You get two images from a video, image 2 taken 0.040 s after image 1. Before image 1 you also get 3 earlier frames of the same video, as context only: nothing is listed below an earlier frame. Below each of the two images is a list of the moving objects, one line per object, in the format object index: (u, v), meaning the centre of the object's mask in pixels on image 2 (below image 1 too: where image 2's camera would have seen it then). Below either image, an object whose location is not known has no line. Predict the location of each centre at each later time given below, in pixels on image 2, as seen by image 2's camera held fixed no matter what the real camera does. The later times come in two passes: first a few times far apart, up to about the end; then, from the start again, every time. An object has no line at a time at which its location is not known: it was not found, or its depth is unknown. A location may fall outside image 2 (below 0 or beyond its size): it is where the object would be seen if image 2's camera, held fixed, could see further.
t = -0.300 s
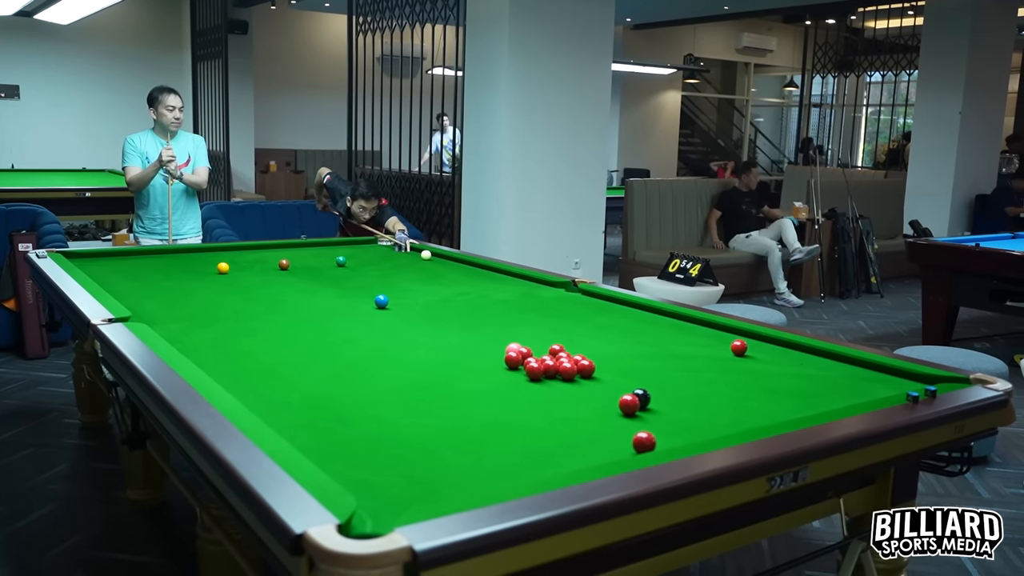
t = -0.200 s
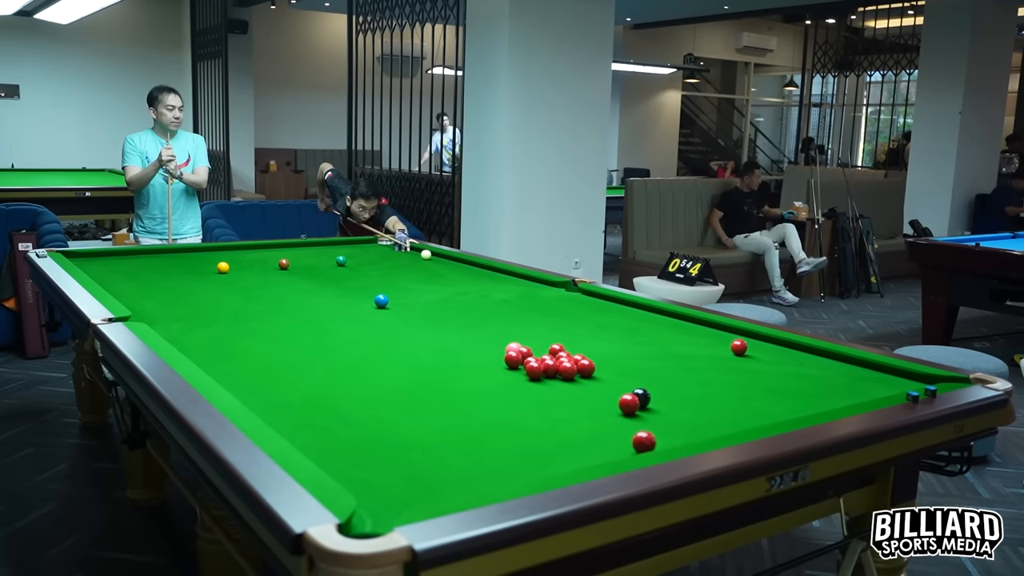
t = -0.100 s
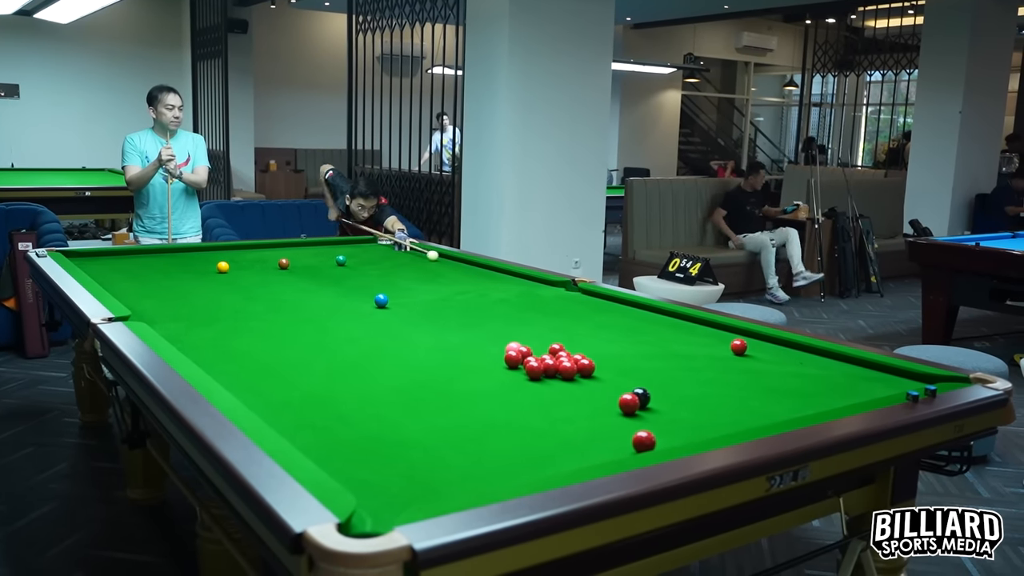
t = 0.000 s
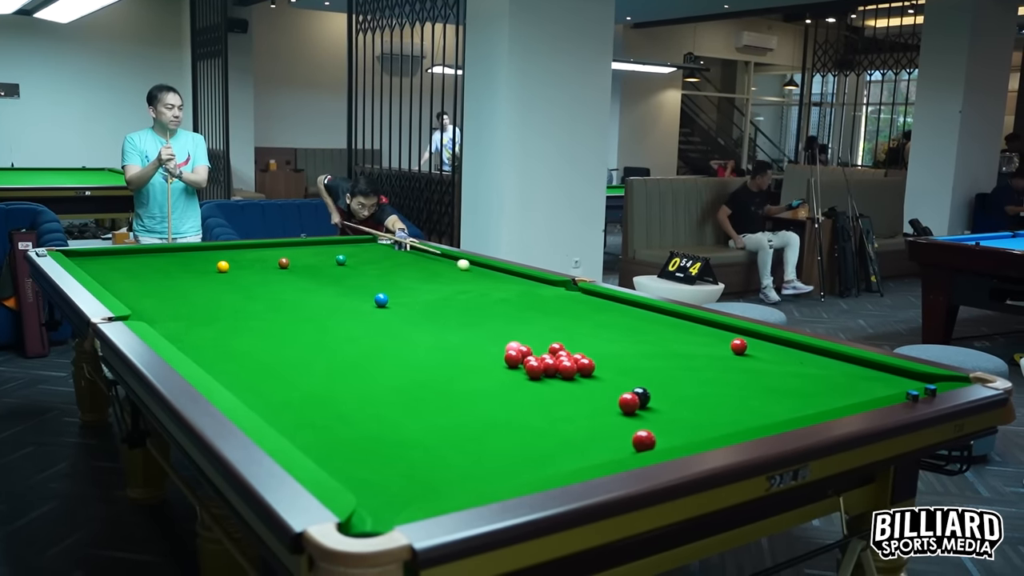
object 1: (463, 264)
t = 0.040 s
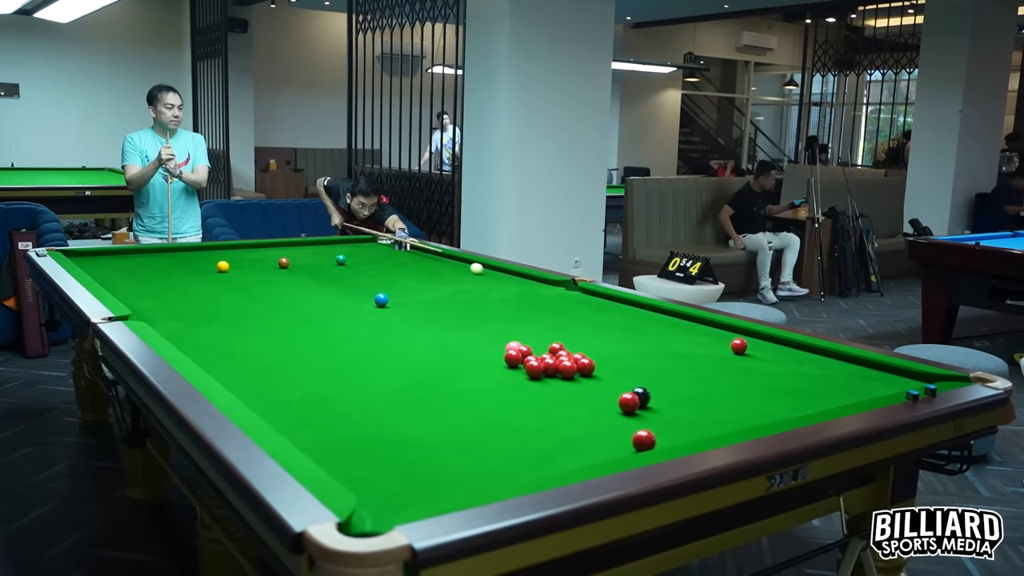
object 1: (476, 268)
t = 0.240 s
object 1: (554, 292)
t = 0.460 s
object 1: (670, 327)
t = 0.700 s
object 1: (710, 357)
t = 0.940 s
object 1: (723, 388)
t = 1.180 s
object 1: (742, 422)
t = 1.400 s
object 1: (644, 414)
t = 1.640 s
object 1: (551, 405)
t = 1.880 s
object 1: (464, 396)
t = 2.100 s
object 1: (390, 388)
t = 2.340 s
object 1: (315, 381)
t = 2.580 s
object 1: (247, 374)
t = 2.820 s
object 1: (217, 365)
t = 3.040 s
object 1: (233, 354)
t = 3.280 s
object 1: (248, 344)
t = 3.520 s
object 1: (260, 335)
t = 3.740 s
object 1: (270, 329)
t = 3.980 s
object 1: (279, 322)
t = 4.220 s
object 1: (287, 316)
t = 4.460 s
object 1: (294, 311)
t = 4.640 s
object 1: (298, 308)
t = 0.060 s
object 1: (483, 271)
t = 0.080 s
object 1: (490, 273)
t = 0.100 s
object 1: (497, 275)
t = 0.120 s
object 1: (505, 277)
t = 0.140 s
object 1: (513, 280)
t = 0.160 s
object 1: (520, 282)
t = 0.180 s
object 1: (528, 284)
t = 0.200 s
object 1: (536, 287)
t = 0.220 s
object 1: (545, 289)
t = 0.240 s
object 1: (554, 292)
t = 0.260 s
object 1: (563, 295)
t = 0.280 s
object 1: (572, 297)
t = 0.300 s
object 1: (581, 300)
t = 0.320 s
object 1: (592, 303)
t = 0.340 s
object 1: (602, 306)
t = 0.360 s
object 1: (612, 309)
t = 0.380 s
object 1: (623, 313)
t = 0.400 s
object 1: (634, 316)
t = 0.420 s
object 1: (646, 319)
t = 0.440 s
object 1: (658, 323)
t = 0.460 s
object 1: (670, 327)
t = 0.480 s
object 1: (683, 331)
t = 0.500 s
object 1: (696, 335)
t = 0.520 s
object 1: (710, 339)
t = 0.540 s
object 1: (723, 343)
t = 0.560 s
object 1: (720, 345)
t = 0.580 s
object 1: (718, 346)
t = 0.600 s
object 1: (716, 348)
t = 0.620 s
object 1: (715, 350)
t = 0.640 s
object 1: (713, 351)
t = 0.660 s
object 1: (712, 353)
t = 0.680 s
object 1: (711, 355)
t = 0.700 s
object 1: (710, 357)
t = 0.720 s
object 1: (709, 359)
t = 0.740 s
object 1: (709, 361)
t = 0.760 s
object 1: (709, 363)
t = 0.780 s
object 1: (710, 366)
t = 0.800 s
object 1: (710, 368)
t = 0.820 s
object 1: (711, 371)
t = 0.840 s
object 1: (713, 373)
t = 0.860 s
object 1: (714, 376)
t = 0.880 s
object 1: (716, 379)
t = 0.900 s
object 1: (718, 381)
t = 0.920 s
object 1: (720, 385)
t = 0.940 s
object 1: (723, 388)
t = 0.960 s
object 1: (725, 391)
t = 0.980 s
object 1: (727, 394)
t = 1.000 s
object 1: (729, 397)
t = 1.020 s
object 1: (732, 401)
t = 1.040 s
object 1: (734, 404)
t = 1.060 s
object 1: (737, 408)
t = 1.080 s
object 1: (739, 411)
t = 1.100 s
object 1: (742, 415)
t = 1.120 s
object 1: (744, 417)
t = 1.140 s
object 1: (747, 419)
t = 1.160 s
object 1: (749, 422)
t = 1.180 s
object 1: (742, 422)
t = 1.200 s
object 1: (732, 421)
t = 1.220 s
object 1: (722, 422)
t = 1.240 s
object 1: (713, 422)
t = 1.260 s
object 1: (703, 420)
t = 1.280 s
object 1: (694, 419)
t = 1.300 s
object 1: (685, 418)
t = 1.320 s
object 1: (677, 417)
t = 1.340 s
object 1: (669, 417)
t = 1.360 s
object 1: (660, 416)
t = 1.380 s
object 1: (653, 415)
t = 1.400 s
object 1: (644, 414)
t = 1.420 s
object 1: (636, 413)
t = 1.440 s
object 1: (628, 412)
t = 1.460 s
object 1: (620, 411)
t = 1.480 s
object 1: (612, 411)
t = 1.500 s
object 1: (604, 410)
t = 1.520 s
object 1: (596, 409)
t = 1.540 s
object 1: (588, 408)
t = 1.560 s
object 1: (581, 408)
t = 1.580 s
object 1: (573, 407)
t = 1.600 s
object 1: (565, 407)
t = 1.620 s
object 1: (558, 406)
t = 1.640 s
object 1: (551, 405)
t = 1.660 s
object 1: (543, 404)
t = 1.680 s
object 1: (535, 403)
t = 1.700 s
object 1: (528, 402)
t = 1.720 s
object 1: (521, 402)
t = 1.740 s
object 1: (513, 401)
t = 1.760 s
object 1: (506, 400)
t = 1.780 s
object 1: (499, 400)
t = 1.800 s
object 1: (492, 399)
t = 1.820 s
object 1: (485, 398)
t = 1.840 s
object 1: (477, 397)
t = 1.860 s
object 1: (470, 397)
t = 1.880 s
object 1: (464, 396)
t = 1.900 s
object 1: (457, 395)
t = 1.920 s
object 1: (450, 395)
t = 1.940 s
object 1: (443, 394)
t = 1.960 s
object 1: (436, 393)
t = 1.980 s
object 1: (429, 393)
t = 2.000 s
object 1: (423, 392)
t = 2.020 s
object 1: (416, 391)
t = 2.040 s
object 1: (410, 390)
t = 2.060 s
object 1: (403, 390)
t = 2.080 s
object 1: (396, 389)
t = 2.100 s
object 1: (390, 388)
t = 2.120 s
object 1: (383, 388)
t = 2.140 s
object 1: (377, 387)
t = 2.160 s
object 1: (371, 387)
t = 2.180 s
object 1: (364, 386)
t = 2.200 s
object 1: (358, 385)
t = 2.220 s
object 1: (352, 385)
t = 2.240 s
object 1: (346, 384)
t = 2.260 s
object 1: (339, 383)
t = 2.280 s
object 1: (333, 383)
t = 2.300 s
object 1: (327, 382)
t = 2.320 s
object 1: (321, 382)
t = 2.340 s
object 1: (315, 381)
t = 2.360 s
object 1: (309, 381)
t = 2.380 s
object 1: (303, 380)
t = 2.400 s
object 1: (297, 379)
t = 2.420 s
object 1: (292, 379)
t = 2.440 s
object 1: (286, 378)
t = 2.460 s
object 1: (280, 378)
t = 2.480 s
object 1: (275, 377)
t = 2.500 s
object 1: (269, 377)
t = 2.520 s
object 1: (263, 376)
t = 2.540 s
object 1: (258, 375)
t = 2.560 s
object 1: (252, 375)
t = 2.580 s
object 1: (247, 374)
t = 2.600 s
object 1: (241, 374)
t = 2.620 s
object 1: (236, 373)
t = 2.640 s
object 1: (230, 373)
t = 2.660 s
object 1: (225, 372)
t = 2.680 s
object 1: (220, 371)
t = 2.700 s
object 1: (216, 370)
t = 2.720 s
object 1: (211, 368)
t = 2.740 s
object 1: (211, 368)
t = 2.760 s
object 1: (213, 367)
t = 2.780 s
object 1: (214, 367)
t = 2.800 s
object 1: (216, 366)
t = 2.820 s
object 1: (217, 365)
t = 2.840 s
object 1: (219, 364)
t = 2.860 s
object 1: (220, 363)
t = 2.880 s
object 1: (222, 362)
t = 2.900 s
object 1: (223, 361)
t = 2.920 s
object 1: (224, 360)
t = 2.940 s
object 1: (226, 359)
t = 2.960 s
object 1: (227, 358)
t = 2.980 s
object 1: (229, 357)
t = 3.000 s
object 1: (230, 356)
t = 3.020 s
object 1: (232, 355)
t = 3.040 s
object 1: (233, 354)
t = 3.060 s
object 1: (234, 353)
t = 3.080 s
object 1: (235, 352)
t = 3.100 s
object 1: (237, 352)
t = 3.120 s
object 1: (238, 351)
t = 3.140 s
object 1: (239, 350)
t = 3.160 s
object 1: (241, 349)
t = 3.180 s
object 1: (242, 348)
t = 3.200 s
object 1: (243, 348)
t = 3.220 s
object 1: (244, 346)
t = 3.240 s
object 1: (245, 346)
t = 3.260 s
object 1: (247, 345)
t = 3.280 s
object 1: (248, 344)
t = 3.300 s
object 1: (249, 343)
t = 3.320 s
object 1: (250, 343)
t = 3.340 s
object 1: (251, 342)
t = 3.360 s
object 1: (252, 341)
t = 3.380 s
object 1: (253, 340)
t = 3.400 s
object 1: (254, 340)
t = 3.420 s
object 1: (255, 339)
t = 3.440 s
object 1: (256, 338)
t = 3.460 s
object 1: (257, 338)
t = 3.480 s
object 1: (258, 337)
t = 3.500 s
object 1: (259, 336)
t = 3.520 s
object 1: (260, 335)
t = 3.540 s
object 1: (261, 335)
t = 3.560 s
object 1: (262, 334)
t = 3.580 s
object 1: (263, 334)
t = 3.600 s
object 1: (264, 333)
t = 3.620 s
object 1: (265, 332)
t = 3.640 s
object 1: (266, 332)
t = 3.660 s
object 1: (267, 331)
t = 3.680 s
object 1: (267, 330)
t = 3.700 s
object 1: (268, 330)
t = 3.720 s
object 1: (269, 329)
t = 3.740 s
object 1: (270, 329)
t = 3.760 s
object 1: (271, 328)
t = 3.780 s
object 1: (272, 327)
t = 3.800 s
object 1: (272, 327)
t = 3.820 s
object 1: (273, 326)
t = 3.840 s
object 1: (274, 326)
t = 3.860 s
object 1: (275, 325)
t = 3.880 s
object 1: (276, 325)
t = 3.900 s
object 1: (276, 324)
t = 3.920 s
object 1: (277, 324)
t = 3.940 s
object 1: (278, 323)
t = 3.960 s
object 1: (279, 323)
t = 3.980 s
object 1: (279, 322)
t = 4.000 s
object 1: (280, 321)
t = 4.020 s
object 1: (281, 321)
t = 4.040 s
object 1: (281, 320)
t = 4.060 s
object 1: (282, 320)
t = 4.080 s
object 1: (283, 319)
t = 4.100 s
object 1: (283, 319)
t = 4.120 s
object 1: (284, 318)
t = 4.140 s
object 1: (285, 318)
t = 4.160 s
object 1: (285, 318)
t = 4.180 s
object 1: (286, 317)
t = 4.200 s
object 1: (287, 317)
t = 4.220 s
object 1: (287, 316)
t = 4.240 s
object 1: (288, 316)
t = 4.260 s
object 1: (288, 315)
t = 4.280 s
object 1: (289, 315)
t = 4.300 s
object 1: (290, 314)
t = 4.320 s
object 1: (290, 314)
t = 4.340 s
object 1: (291, 314)
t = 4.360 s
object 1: (291, 313)
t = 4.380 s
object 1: (292, 313)
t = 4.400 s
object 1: (292, 312)
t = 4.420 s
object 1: (293, 312)
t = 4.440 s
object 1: (293, 311)
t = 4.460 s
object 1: (294, 311)
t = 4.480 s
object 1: (294, 311)
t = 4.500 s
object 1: (295, 310)
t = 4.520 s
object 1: (295, 310)
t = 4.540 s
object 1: (296, 310)
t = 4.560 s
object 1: (296, 309)
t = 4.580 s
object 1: (297, 309)
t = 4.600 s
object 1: (297, 309)
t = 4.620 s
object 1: (298, 308)
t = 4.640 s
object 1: (298, 308)
